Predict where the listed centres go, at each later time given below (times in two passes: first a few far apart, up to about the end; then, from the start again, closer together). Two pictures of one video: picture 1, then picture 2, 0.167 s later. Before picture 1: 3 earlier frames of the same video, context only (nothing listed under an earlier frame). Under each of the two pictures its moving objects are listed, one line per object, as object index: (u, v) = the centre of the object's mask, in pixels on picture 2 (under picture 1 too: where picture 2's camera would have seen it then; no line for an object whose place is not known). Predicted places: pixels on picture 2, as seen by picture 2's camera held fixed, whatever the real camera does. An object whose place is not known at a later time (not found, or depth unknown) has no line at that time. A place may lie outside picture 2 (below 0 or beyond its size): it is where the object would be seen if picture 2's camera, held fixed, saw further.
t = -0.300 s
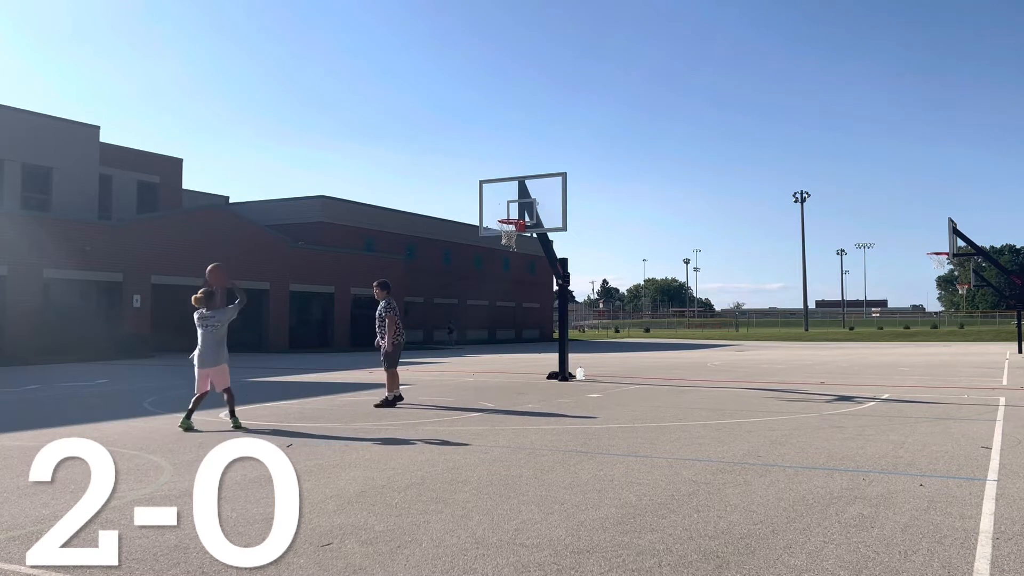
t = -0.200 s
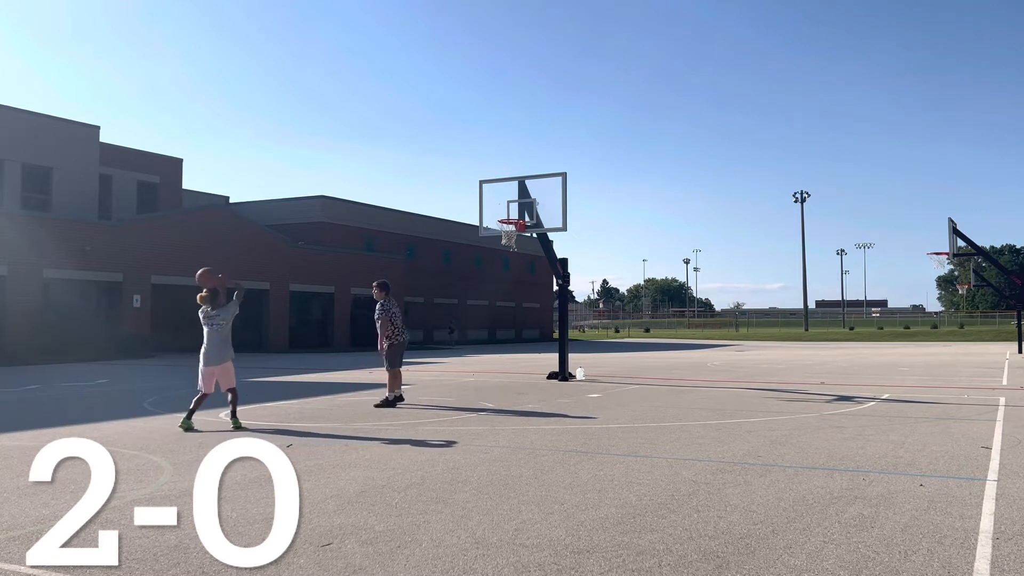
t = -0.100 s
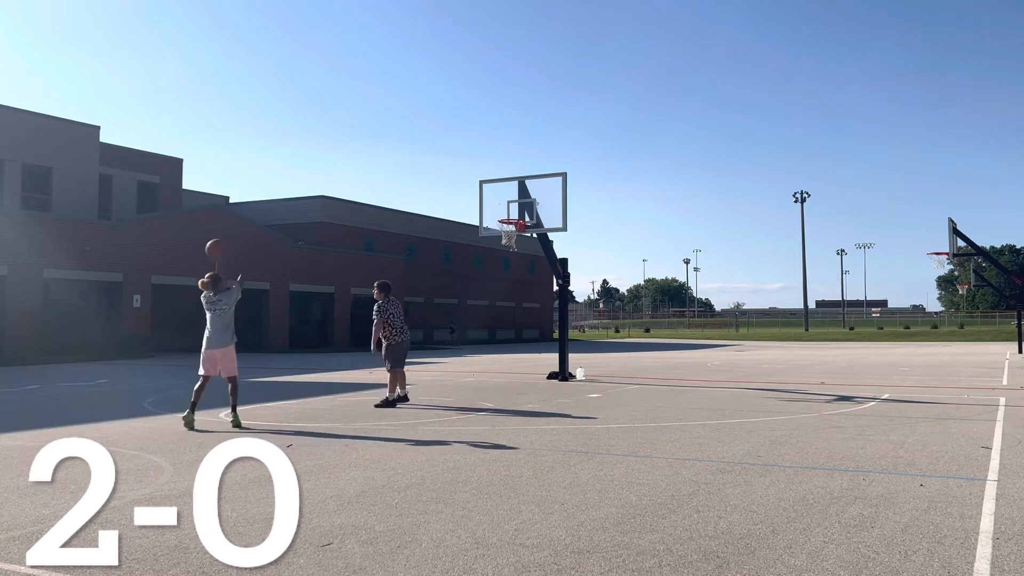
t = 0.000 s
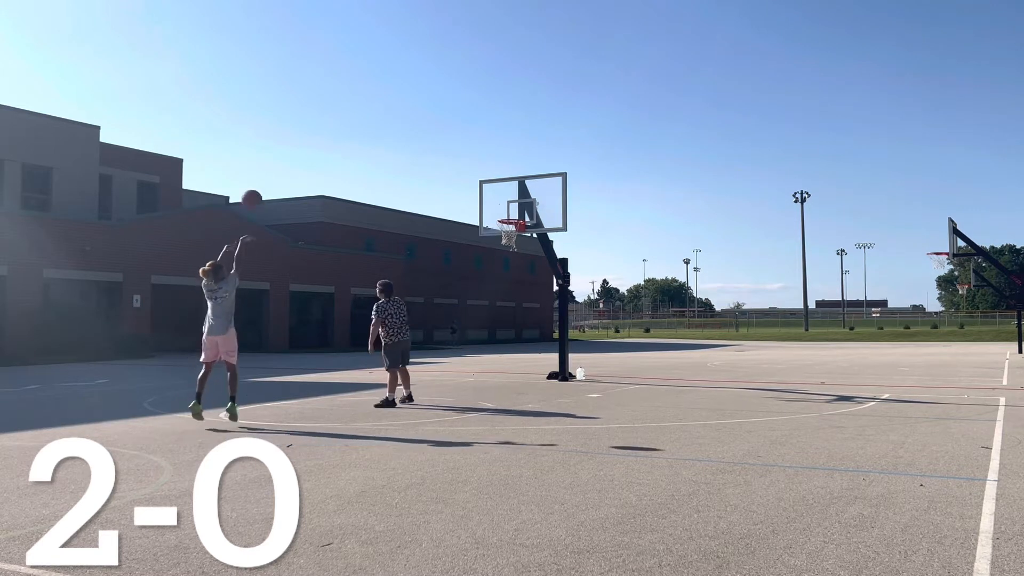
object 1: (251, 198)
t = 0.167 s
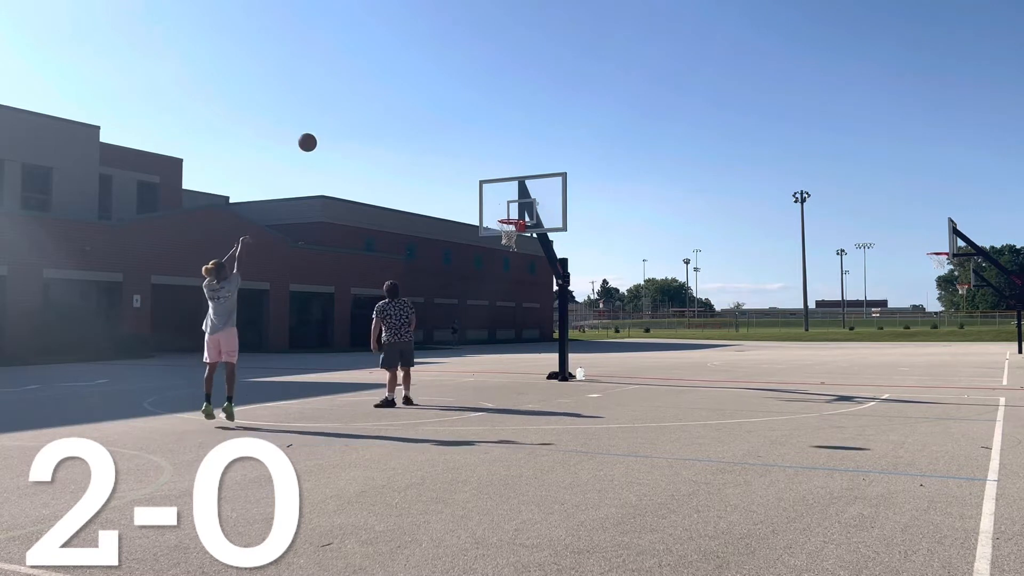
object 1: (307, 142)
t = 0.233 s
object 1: (327, 127)
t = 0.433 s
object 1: (380, 105)
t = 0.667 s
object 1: (433, 114)
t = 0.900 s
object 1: (477, 153)
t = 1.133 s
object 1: (514, 215)
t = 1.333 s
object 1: (474, 205)
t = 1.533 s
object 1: (426, 212)
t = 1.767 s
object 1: (361, 252)
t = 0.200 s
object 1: (317, 134)
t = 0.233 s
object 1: (327, 127)
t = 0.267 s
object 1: (337, 121)
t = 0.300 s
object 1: (346, 116)
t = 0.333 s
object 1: (355, 112)
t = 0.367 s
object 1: (364, 109)
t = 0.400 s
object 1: (372, 106)
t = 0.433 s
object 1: (380, 105)
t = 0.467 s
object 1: (389, 104)
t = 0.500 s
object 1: (396, 104)
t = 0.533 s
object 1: (404, 105)
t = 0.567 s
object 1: (412, 106)
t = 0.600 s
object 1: (419, 108)
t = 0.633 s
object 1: (426, 111)
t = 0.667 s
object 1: (433, 114)
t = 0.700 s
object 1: (440, 118)
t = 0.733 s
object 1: (446, 122)
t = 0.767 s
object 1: (453, 127)
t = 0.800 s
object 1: (459, 133)
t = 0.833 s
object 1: (465, 139)
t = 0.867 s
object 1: (471, 146)
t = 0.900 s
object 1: (477, 153)
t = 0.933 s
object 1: (482, 161)
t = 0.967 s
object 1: (488, 169)
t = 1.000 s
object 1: (493, 177)
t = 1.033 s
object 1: (499, 186)
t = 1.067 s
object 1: (504, 196)
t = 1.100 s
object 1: (509, 205)
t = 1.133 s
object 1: (514, 215)
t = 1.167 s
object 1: (512, 216)
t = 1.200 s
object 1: (504, 213)
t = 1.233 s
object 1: (497, 211)
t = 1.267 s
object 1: (489, 208)
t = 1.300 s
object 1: (482, 207)
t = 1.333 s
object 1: (474, 205)
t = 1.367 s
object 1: (467, 205)
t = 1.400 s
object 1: (459, 205)
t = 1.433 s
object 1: (451, 206)
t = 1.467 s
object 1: (443, 207)
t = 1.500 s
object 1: (434, 209)
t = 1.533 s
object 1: (426, 212)
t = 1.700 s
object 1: (379, 236)
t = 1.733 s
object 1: (369, 244)
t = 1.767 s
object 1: (361, 252)
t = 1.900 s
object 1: (320, 294)
